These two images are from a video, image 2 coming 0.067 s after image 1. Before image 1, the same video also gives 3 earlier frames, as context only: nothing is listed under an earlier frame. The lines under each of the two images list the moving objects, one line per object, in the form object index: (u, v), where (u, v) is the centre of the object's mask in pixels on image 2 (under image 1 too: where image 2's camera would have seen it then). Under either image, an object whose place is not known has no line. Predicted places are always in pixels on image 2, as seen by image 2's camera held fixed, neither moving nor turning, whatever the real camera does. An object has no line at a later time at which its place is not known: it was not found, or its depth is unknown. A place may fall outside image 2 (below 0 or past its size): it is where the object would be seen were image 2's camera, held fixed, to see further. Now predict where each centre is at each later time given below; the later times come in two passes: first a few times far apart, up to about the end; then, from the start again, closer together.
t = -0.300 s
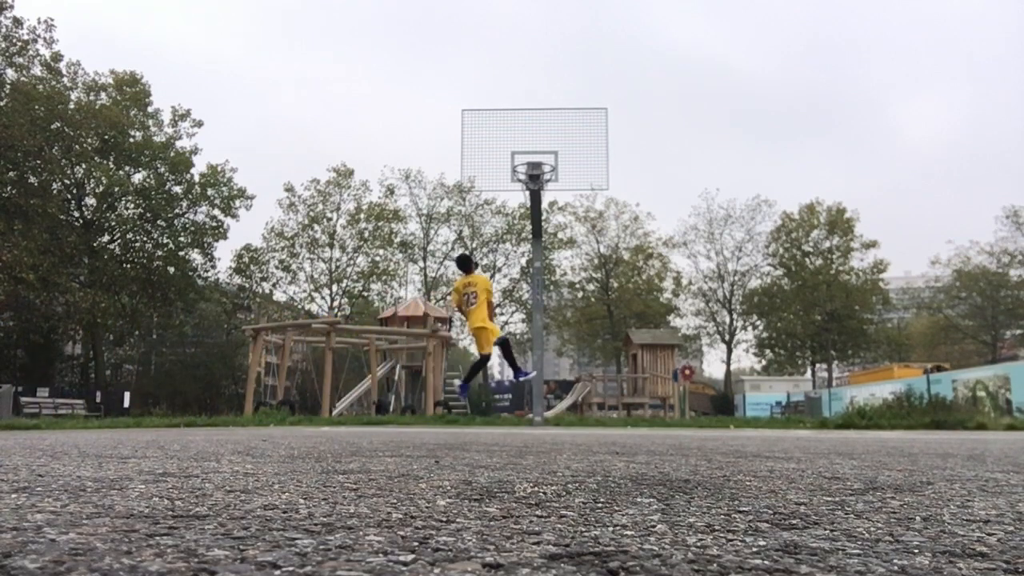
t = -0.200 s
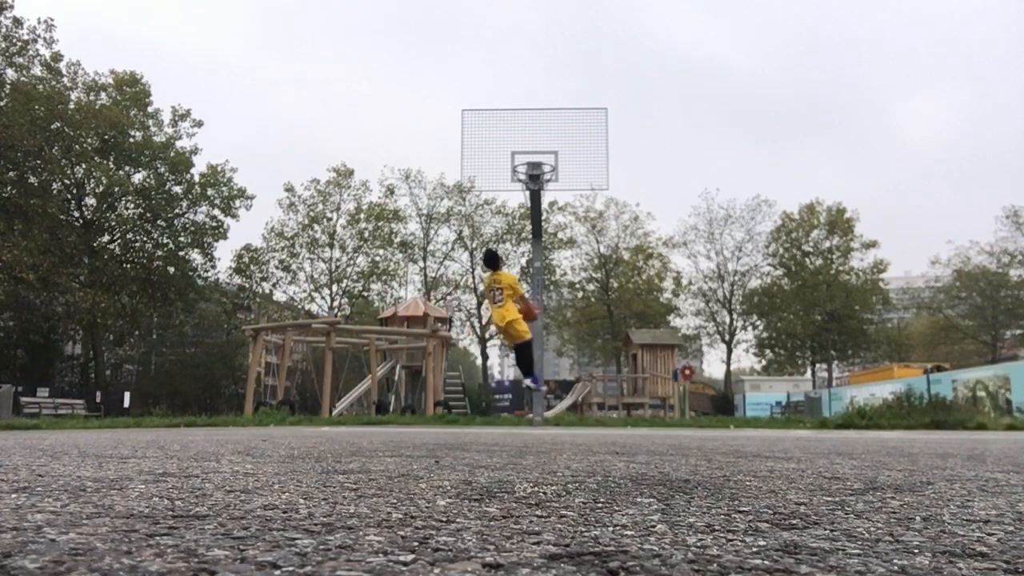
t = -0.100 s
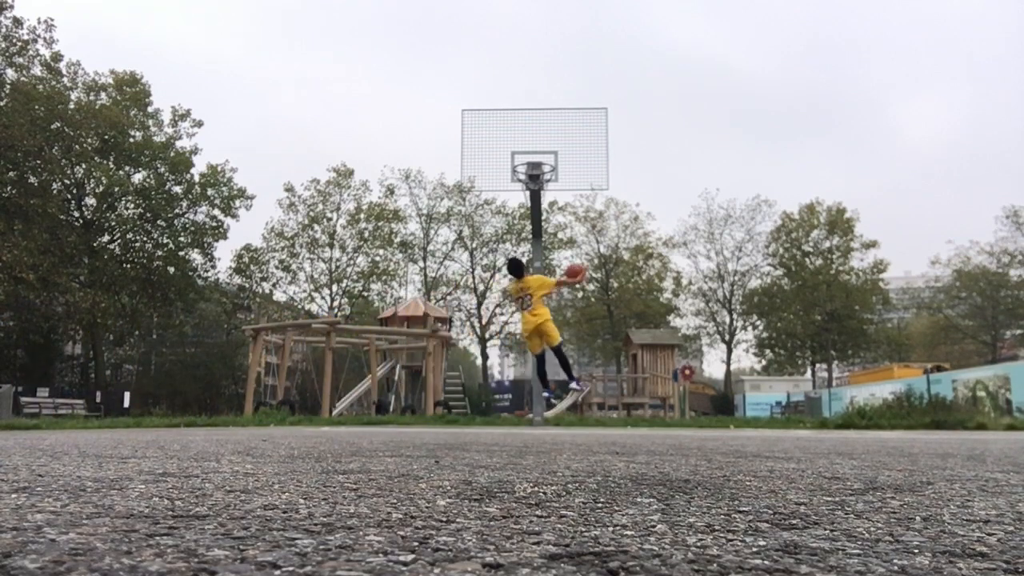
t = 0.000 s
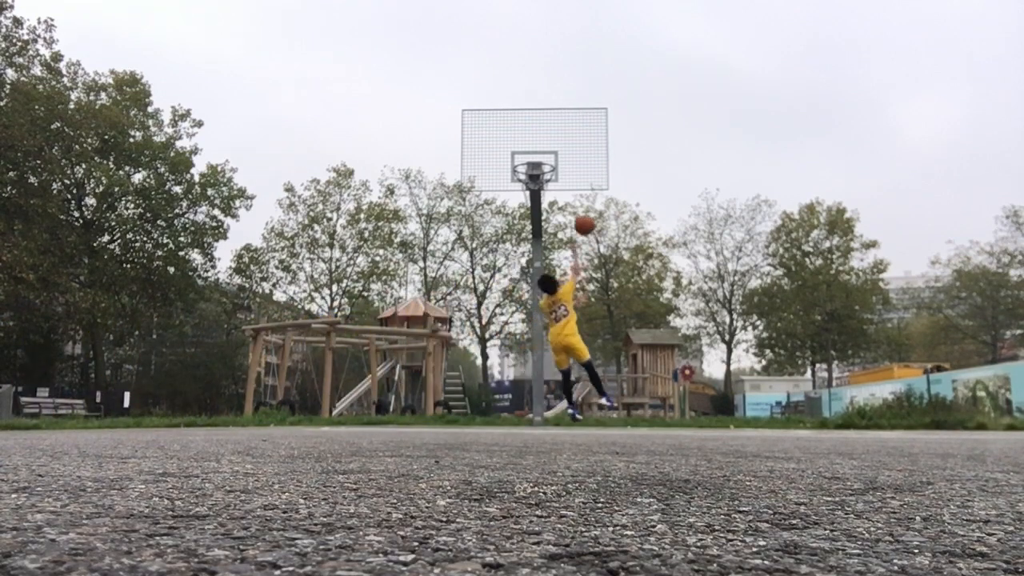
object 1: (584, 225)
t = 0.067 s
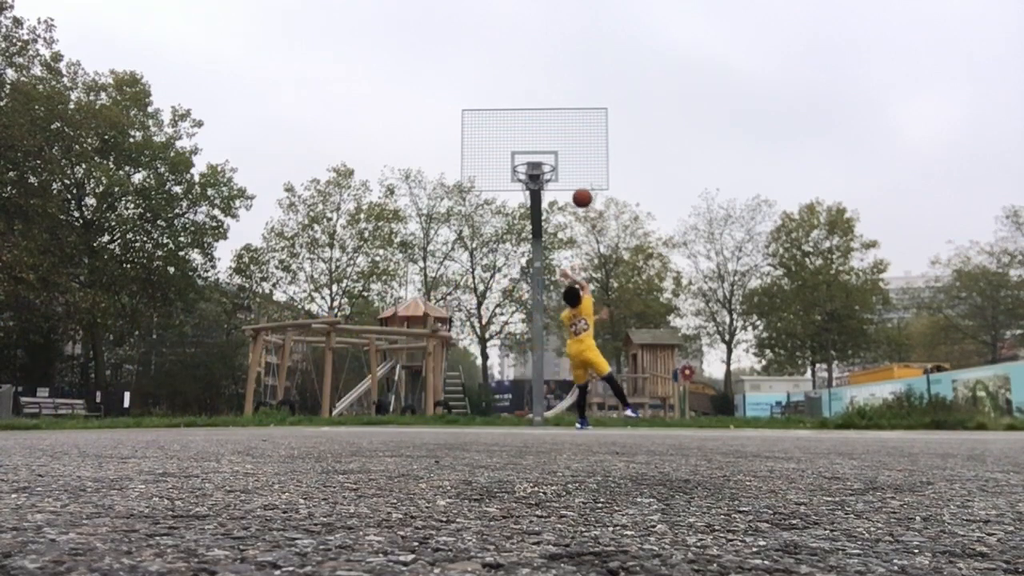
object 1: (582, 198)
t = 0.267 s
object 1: (577, 140)
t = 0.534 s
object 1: (560, 121)
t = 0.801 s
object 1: (535, 161)
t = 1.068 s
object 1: (523, 220)
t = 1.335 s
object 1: (519, 318)
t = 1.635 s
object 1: (524, 368)
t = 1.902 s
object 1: (549, 299)
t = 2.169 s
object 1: (574, 291)
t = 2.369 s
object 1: (594, 324)
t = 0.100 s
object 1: (581, 186)
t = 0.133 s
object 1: (580, 175)
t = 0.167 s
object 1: (579, 165)
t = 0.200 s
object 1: (578, 156)
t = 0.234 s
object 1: (578, 148)
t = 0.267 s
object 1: (577, 140)
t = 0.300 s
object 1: (576, 134)
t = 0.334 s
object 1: (575, 129)
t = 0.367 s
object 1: (575, 125)
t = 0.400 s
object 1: (572, 122)
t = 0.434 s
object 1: (569, 121)
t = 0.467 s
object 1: (566, 120)
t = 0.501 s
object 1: (563, 120)
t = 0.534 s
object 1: (560, 121)
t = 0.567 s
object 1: (557, 123)
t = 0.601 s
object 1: (554, 126)
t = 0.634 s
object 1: (551, 130)
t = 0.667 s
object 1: (548, 134)
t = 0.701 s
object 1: (544, 139)
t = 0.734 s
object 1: (541, 146)
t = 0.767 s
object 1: (538, 152)
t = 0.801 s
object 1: (535, 161)
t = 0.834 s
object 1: (532, 169)
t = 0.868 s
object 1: (529, 180)
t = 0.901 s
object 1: (527, 188)
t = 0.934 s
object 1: (526, 192)
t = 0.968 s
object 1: (525, 198)
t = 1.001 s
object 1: (524, 204)
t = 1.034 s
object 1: (524, 212)
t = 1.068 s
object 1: (523, 220)
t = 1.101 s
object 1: (522, 229)
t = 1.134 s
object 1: (522, 239)
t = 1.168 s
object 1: (521, 250)
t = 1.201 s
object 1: (521, 261)
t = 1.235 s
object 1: (520, 274)
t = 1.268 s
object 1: (519, 288)
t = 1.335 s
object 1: (519, 318)
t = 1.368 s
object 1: (517, 335)
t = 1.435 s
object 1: (516, 371)
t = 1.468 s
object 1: (515, 390)
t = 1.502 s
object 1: (514, 411)
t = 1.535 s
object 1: (515, 411)
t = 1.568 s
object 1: (519, 395)
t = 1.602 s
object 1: (521, 382)
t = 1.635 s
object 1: (524, 368)
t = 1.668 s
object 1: (528, 356)
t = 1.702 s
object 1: (530, 345)
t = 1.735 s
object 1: (534, 334)
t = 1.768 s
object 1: (537, 326)
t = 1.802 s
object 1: (540, 317)
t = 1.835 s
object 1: (542, 310)
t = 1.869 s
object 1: (546, 304)
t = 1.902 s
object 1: (549, 299)
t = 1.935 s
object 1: (552, 294)
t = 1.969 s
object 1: (555, 291)
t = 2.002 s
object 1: (558, 289)
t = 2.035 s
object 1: (562, 288)
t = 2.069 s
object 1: (565, 287)
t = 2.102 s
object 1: (567, 287)
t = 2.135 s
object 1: (571, 288)
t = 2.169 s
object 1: (574, 291)
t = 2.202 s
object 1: (578, 294)
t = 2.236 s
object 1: (580, 298)
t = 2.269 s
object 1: (584, 303)
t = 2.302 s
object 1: (587, 308)
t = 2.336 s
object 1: (591, 316)
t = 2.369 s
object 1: (594, 324)
